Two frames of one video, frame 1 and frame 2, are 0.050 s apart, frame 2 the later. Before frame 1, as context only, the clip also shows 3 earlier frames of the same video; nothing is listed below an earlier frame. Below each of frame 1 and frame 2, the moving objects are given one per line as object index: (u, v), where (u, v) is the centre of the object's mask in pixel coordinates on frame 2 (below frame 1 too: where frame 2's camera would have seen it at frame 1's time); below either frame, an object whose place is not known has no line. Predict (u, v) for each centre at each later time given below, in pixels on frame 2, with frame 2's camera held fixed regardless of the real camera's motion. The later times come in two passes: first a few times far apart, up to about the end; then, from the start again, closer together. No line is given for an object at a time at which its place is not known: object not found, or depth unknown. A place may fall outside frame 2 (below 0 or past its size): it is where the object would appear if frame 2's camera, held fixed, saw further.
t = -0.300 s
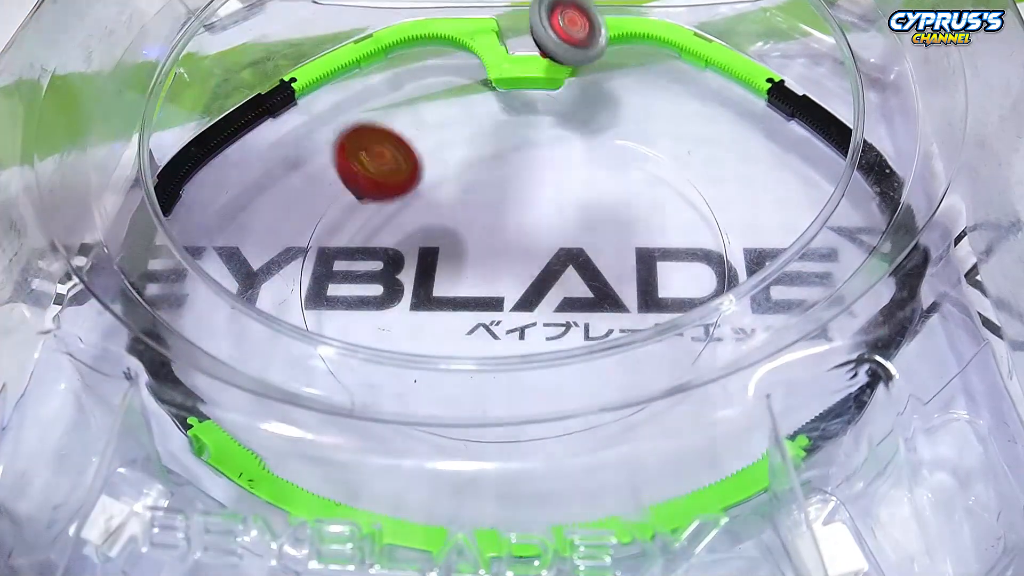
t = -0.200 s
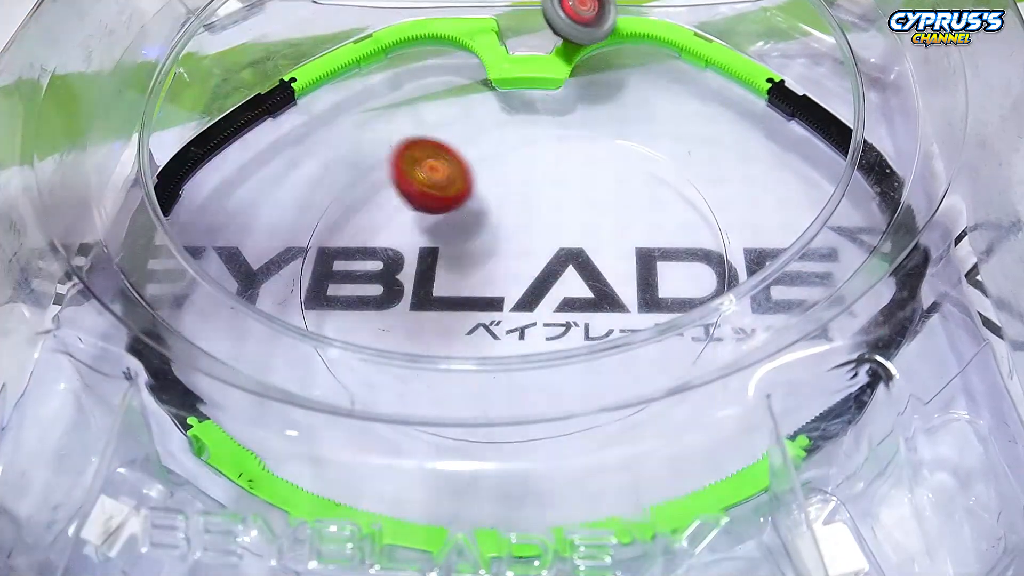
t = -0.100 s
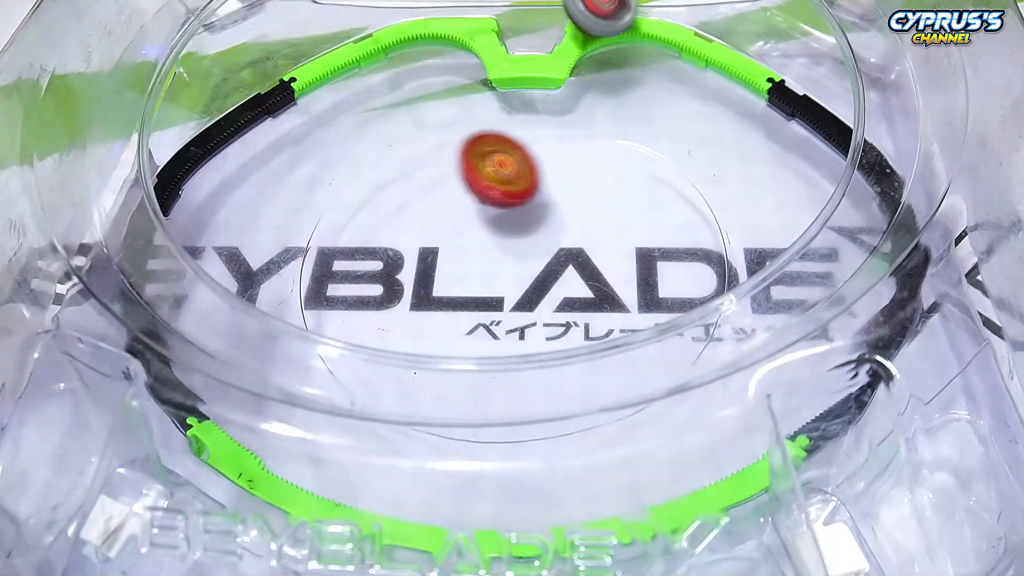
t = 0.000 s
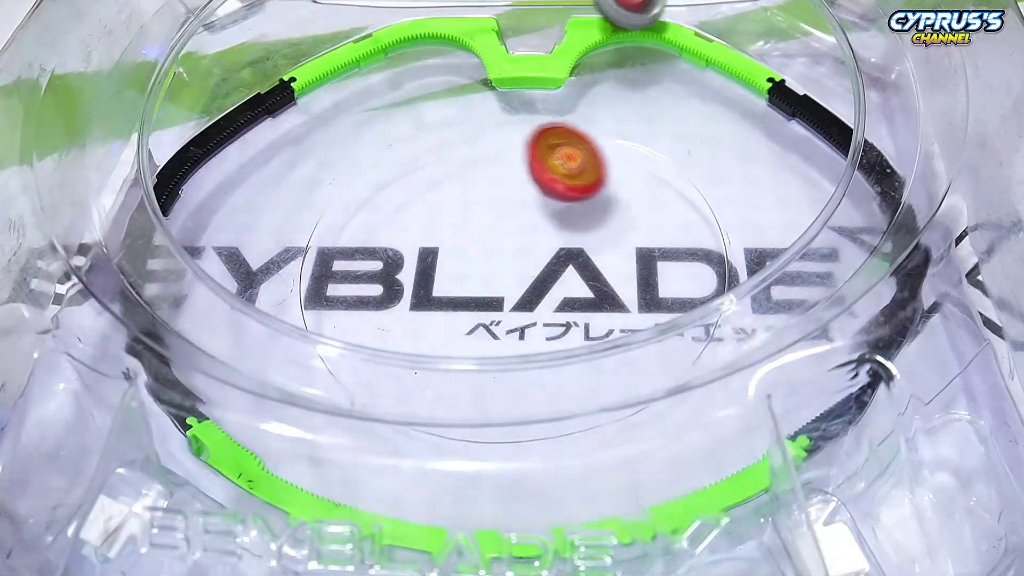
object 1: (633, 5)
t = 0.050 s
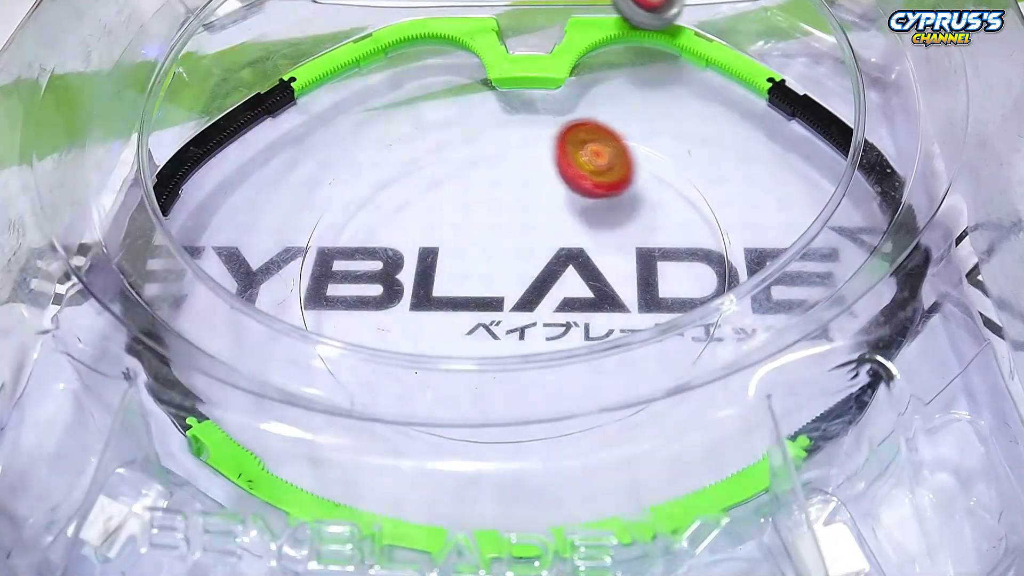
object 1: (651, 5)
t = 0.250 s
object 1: (755, 6)
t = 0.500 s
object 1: (772, 56)
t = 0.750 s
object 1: (759, 153)
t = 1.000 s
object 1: (874, 195)
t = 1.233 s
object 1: (860, 222)
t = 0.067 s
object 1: (657, 6)
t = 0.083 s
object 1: (664, 7)
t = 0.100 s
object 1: (671, 7)
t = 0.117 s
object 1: (679, 8)
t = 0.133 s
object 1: (687, 8)
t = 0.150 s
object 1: (695, 9)
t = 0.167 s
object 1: (706, 9)
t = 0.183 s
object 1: (715, 8)
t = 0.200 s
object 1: (727, 8)
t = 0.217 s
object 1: (735, 8)
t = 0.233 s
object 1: (746, 7)
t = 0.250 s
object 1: (755, 6)
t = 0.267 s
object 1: (768, 5)
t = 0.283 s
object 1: (772, 5)
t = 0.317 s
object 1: (774, 7)
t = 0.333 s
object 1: (774, 11)
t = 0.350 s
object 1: (768, 18)
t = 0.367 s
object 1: (768, 20)
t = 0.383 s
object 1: (770, 20)
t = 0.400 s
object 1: (770, 24)
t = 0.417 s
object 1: (770, 31)
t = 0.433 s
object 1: (770, 35)
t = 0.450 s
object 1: (771, 39)
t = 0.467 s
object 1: (771, 47)
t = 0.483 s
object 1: (771, 51)
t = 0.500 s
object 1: (772, 56)
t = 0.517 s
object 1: (772, 64)
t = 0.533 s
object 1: (769, 78)
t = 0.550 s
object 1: (764, 88)
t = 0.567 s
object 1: (763, 89)
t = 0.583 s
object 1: (760, 94)
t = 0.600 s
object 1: (757, 104)
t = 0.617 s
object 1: (755, 110)
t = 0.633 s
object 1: (755, 112)
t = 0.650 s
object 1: (753, 120)
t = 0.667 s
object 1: (752, 127)
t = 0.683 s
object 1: (753, 130)
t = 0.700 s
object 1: (753, 137)
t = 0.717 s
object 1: (754, 142)
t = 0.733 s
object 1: (757, 146)
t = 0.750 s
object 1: (759, 153)
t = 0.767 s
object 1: (762, 157)
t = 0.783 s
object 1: (766, 162)
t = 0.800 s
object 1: (772, 166)
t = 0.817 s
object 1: (779, 170)
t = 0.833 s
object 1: (784, 174)
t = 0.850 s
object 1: (794, 176)
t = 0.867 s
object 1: (801, 180)
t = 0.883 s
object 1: (806, 184)
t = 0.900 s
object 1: (822, 186)
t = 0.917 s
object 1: (837, 190)
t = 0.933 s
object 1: (850, 193)
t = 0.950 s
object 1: (868, 198)
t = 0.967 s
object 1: (873, 199)
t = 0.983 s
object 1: (877, 198)
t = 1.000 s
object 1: (874, 195)
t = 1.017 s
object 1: (869, 197)
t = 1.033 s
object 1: (854, 201)
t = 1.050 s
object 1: (838, 205)
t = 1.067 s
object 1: (823, 201)
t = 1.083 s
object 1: (814, 201)
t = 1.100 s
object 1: (800, 198)
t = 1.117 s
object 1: (795, 200)
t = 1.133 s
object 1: (790, 202)
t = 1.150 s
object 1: (784, 207)
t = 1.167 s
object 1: (781, 208)
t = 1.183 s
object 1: (778, 210)
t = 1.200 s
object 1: (785, 205)
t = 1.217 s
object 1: (816, 214)
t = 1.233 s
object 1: (860, 222)
